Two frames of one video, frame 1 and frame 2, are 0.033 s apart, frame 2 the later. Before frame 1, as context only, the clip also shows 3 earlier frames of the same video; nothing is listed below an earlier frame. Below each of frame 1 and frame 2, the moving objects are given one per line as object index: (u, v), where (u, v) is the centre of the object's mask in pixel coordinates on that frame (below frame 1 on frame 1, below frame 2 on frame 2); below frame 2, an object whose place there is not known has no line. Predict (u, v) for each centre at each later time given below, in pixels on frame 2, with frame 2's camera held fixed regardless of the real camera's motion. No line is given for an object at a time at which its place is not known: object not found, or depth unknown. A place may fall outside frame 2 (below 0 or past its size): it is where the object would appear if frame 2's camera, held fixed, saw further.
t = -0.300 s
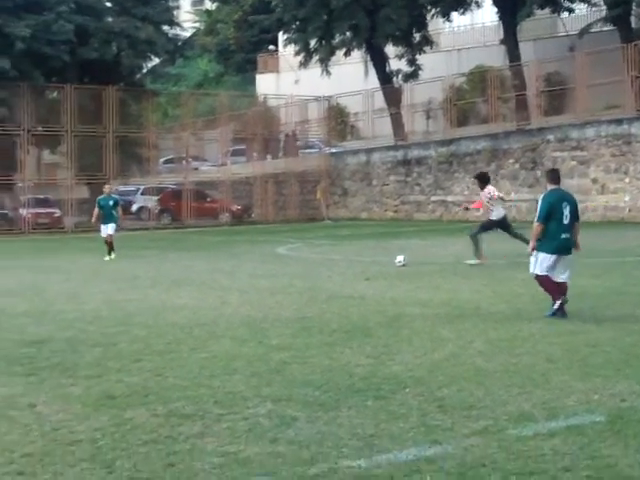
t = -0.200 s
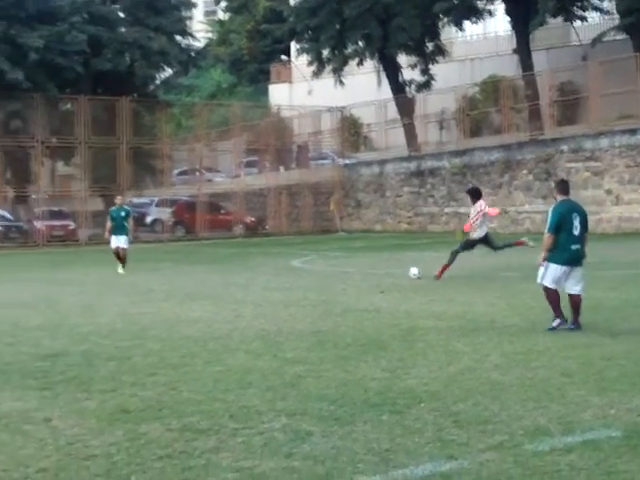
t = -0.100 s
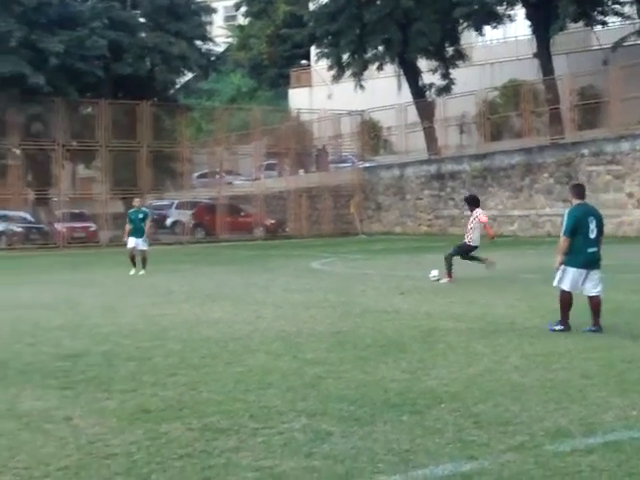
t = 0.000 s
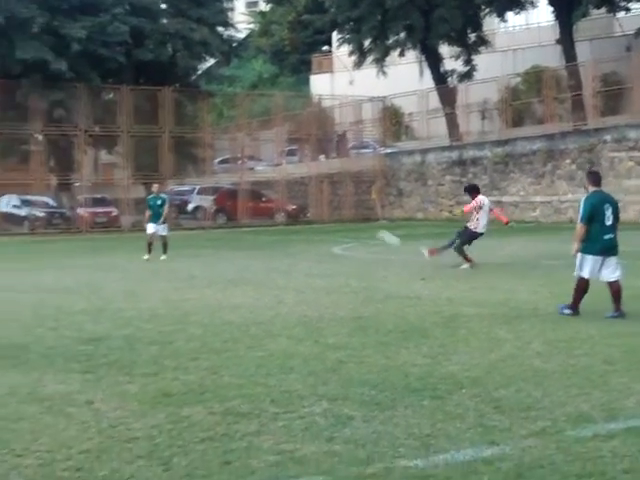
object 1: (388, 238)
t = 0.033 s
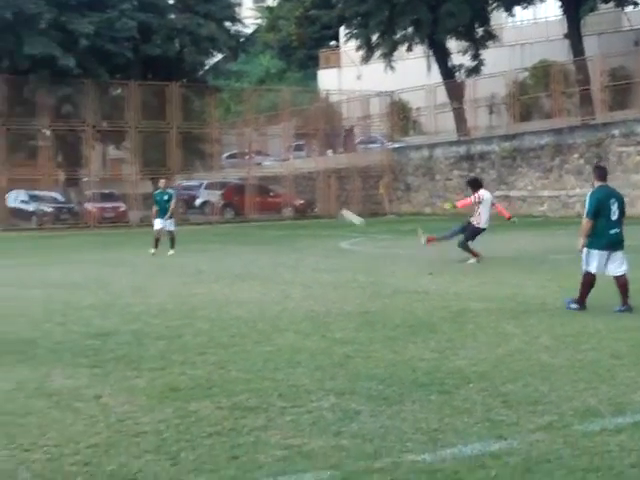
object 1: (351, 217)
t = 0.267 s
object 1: (13, 114)
